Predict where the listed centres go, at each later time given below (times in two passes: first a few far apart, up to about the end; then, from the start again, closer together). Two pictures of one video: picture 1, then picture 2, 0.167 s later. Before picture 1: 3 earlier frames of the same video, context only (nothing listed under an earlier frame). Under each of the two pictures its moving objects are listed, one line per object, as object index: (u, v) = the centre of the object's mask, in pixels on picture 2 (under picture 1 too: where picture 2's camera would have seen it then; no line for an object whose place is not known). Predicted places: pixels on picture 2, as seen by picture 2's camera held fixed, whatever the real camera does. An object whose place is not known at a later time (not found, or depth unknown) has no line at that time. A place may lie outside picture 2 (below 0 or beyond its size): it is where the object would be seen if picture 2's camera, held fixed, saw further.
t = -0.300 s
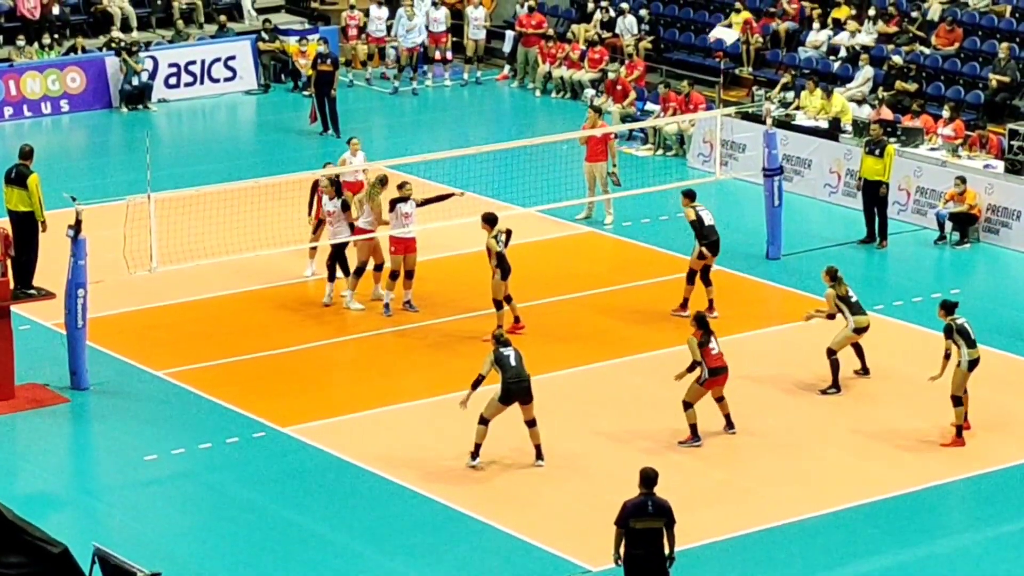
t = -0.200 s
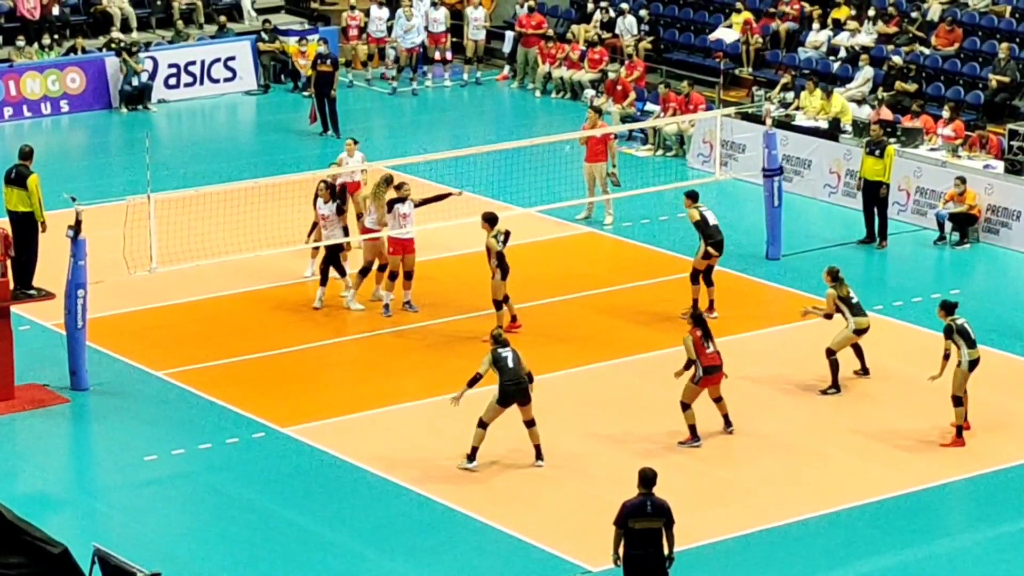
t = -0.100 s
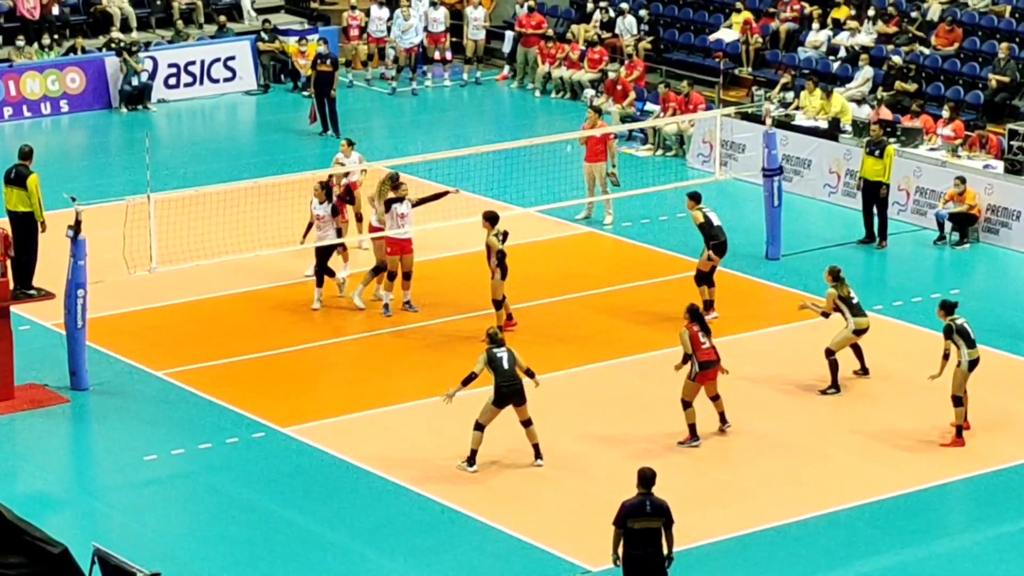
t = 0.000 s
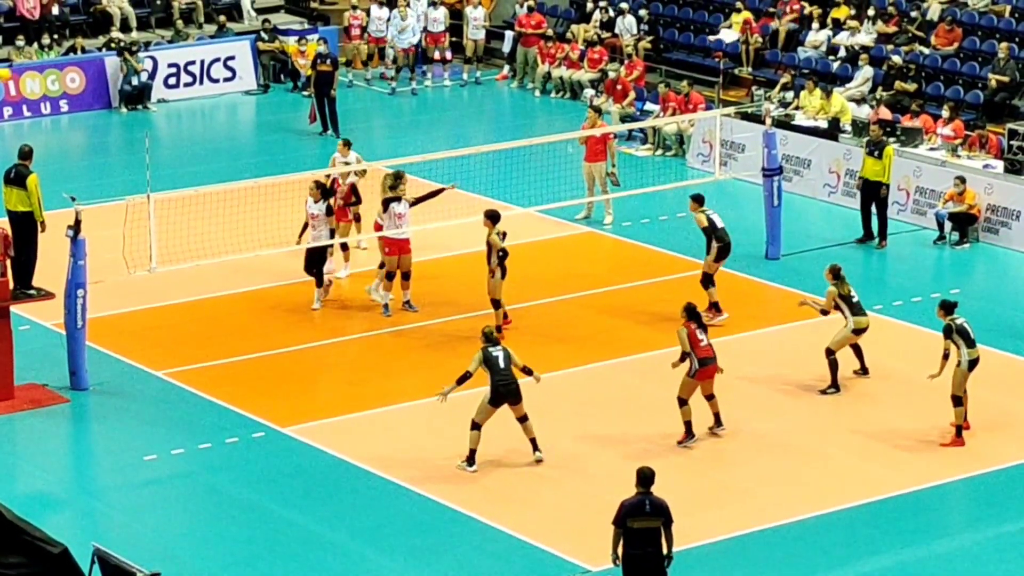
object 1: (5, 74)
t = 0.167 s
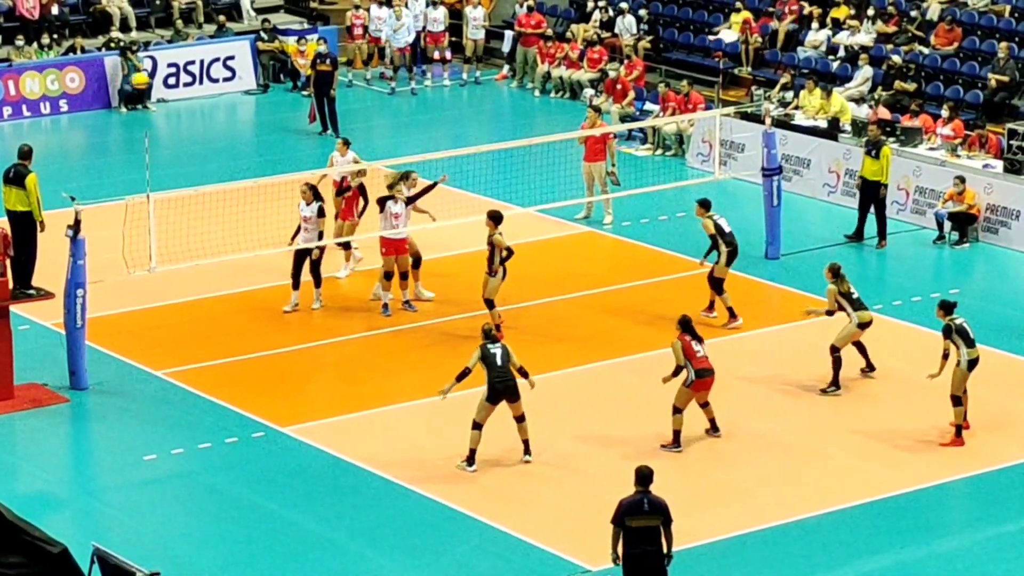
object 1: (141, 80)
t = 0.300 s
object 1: (255, 96)
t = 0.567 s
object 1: (479, 152)
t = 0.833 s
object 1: (668, 222)
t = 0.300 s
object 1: (255, 96)
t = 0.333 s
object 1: (284, 102)
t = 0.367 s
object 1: (312, 108)
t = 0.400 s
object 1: (341, 114)
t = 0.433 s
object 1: (371, 121)
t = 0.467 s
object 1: (400, 129)
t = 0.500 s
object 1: (429, 139)
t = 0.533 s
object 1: (456, 146)
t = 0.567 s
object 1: (479, 152)
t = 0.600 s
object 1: (503, 158)
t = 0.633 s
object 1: (527, 163)
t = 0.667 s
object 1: (550, 171)
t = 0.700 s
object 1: (574, 180)
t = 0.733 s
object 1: (597, 188)
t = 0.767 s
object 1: (623, 199)
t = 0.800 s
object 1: (645, 210)
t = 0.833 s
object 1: (668, 222)
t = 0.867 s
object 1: (692, 235)
